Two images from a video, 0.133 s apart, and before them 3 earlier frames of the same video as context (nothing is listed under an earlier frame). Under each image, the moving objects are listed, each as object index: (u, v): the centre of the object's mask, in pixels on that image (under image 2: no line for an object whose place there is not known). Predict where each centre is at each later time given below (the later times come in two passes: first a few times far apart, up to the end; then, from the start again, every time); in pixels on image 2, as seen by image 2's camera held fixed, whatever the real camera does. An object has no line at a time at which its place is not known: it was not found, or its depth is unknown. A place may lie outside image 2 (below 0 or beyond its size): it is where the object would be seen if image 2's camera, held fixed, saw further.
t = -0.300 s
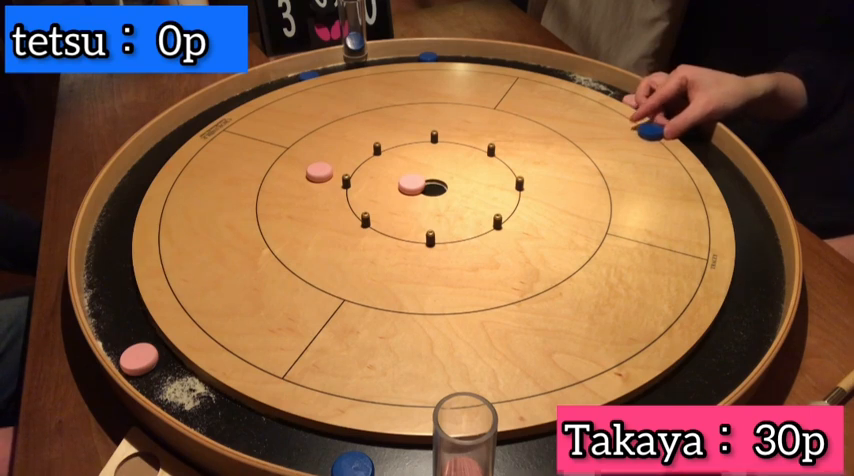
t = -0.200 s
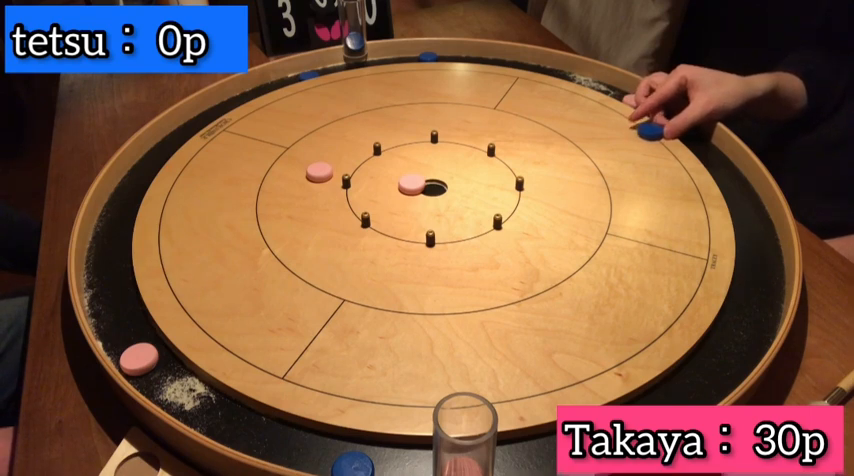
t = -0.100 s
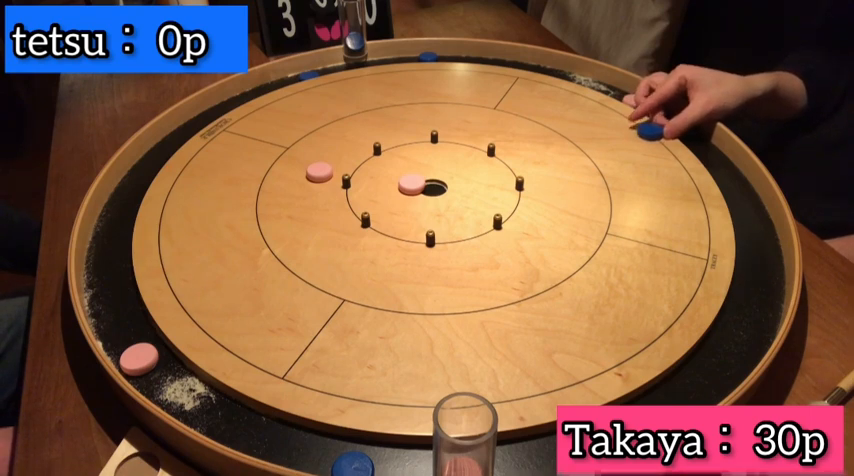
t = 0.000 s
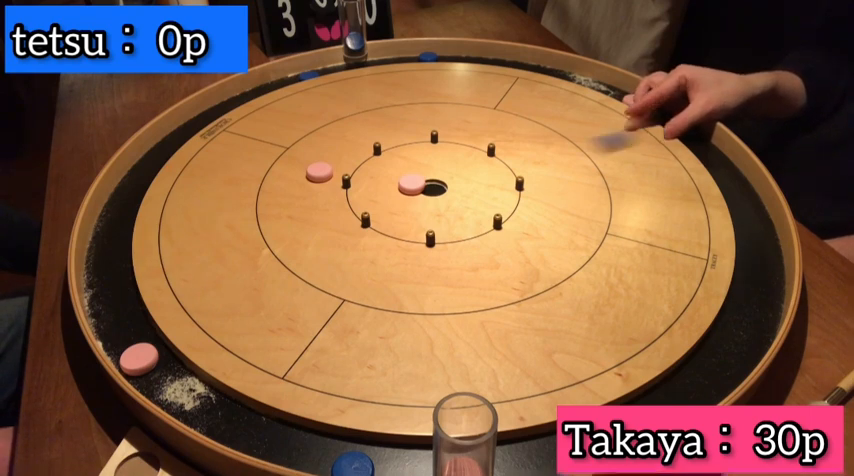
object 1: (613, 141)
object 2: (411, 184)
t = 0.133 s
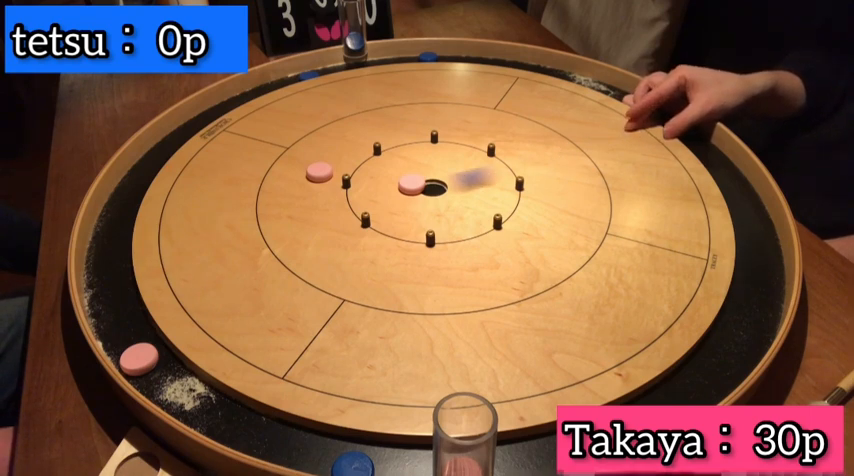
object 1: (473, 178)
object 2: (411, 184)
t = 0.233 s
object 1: (423, 207)
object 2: (375, 181)
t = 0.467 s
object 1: (376, 265)
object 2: (465, 181)
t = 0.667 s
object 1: (353, 290)
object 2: (486, 188)
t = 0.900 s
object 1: (351, 292)
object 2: (482, 190)
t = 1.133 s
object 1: (351, 292)
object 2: (485, 190)
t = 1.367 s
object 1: (351, 292)
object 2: (484, 190)
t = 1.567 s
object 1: (351, 292)
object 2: (484, 190)
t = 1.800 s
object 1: (351, 292)
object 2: (484, 190)
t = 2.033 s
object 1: (351, 292)
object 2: (484, 190)
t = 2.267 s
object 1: (351, 292)
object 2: (484, 190)
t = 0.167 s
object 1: (436, 188)
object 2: (411, 184)
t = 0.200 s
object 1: (431, 194)
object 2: (381, 182)
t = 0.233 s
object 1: (423, 207)
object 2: (375, 181)
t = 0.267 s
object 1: (416, 215)
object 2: (396, 180)
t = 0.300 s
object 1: (409, 225)
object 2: (416, 180)
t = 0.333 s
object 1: (401, 234)
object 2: (438, 179)
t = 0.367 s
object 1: (394, 242)
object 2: (448, 176)
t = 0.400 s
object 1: (387, 251)
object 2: (454, 175)
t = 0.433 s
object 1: (382, 258)
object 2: (459, 177)
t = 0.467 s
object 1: (376, 265)
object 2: (465, 181)
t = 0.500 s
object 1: (370, 271)
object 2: (470, 179)
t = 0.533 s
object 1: (366, 277)
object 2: (474, 179)
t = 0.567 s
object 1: (362, 281)
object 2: (478, 184)
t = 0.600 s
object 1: (358, 286)
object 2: (482, 183)
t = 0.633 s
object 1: (355, 289)
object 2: (484, 185)
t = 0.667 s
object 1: (353, 290)
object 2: (486, 188)
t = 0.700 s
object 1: (352, 291)
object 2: (487, 188)
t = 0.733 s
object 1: (351, 292)
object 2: (486, 190)
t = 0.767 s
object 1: (351, 292)
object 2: (486, 190)
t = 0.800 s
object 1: (351, 292)
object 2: (485, 191)
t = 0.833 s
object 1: (351, 292)
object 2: (483, 191)
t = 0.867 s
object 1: (351, 292)
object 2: (482, 191)
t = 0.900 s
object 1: (351, 292)
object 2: (482, 190)
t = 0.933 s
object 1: (351, 292)
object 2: (482, 190)
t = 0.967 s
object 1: (351, 292)
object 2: (482, 189)
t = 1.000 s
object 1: (351, 292)
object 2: (483, 189)
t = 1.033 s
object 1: (351, 292)
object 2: (484, 189)
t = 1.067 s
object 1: (351, 292)
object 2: (484, 189)
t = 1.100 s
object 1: (351, 292)
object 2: (485, 189)
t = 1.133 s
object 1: (351, 292)
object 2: (485, 190)
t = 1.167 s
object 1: (351, 292)
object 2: (485, 190)
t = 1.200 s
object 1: (351, 292)
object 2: (485, 190)
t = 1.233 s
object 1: (351, 292)
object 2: (484, 190)
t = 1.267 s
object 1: (351, 292)
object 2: (484, 190)
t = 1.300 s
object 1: (351, 292)
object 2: (484, 190)
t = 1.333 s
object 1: (351, 292)
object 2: (484, 190)
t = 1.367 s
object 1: (351, 292)
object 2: (484, 190)
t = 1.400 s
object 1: (351, 292)
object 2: (484, 190)
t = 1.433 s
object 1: (351, 292)
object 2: (484, 190)
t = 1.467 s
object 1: (351, 292)
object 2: (484, 190)
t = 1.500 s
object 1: (351, 292)
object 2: (484, 190)
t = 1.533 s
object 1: (351, 292)
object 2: (484, 190)
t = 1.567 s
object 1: (351, 292)
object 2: (484, 190)
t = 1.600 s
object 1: (351, 292)
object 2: (484, 190)
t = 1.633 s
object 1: (351, 292)
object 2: (484, 190)
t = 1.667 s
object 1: (351, 292)
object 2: (484, 190)
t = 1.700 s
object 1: (351, 292)
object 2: (484, 190)
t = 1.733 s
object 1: (351, 292)
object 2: (484, 190)
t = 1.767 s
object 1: (351, 292)
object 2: (484, 190)
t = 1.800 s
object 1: (351, 292)
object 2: (484, 190)
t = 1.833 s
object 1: (351, 292)
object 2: (484, 190)
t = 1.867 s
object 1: (351, 292)
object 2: (484, 190)
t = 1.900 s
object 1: (351, 292)
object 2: (484, 190)
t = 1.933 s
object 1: (351, 292)
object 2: (484, 190)
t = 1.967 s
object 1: (351, 292)
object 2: (484, 190)
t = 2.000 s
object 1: (351, 292)
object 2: (484, 190)
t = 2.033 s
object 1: (351, 292)
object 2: (484, 190)
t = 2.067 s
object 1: (351, 292)
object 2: (484, 190)
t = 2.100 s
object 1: (351, 292)
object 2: (484, 190)
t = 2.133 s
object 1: (351, 292)
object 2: (484, 190)
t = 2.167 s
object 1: (351, 292)
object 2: (484, 190)
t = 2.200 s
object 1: (351, 292)
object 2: (484, 190)
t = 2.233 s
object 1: (351, 292)
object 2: (484, 190)
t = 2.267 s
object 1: (351, 292)
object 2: (484, 190)
